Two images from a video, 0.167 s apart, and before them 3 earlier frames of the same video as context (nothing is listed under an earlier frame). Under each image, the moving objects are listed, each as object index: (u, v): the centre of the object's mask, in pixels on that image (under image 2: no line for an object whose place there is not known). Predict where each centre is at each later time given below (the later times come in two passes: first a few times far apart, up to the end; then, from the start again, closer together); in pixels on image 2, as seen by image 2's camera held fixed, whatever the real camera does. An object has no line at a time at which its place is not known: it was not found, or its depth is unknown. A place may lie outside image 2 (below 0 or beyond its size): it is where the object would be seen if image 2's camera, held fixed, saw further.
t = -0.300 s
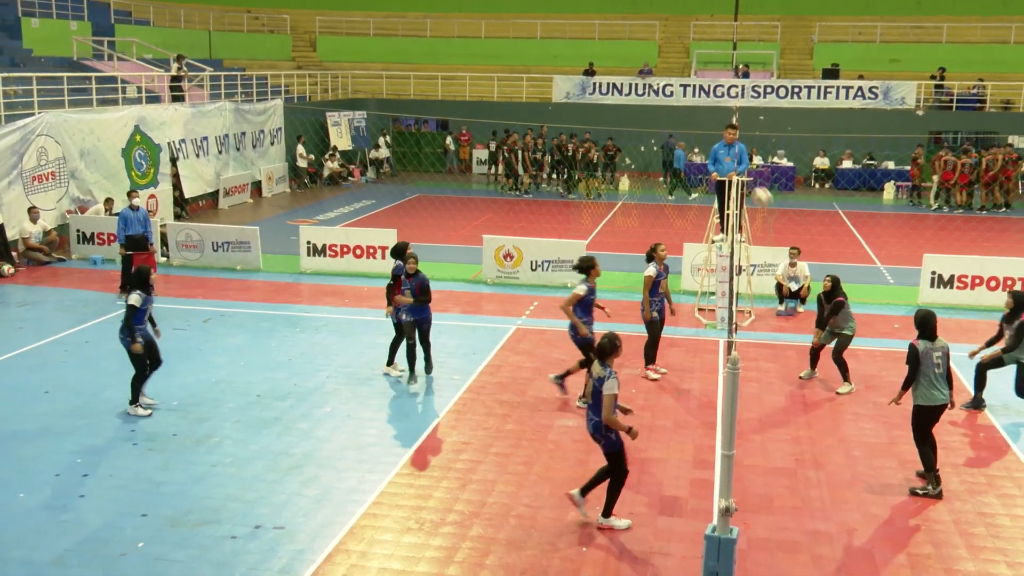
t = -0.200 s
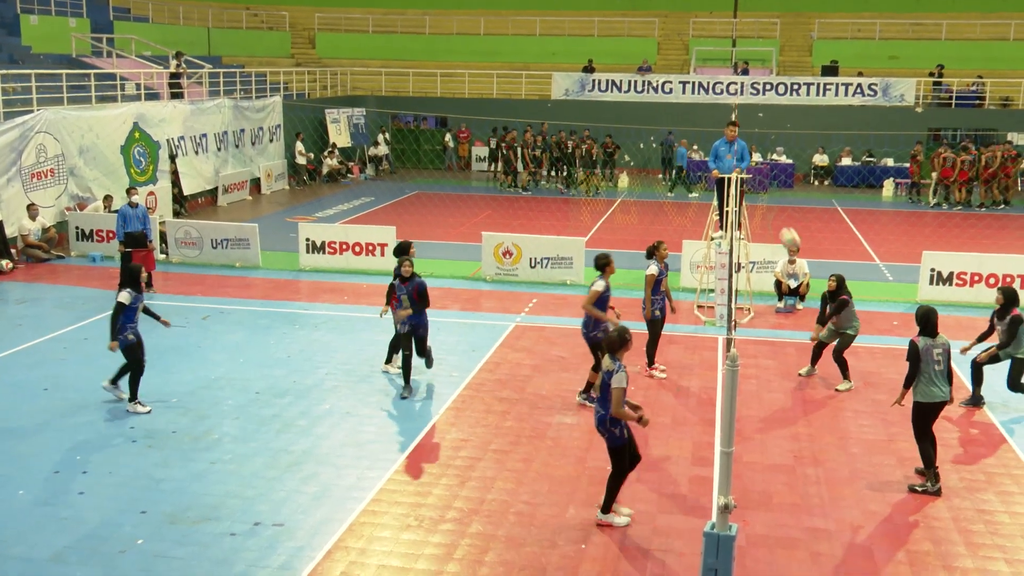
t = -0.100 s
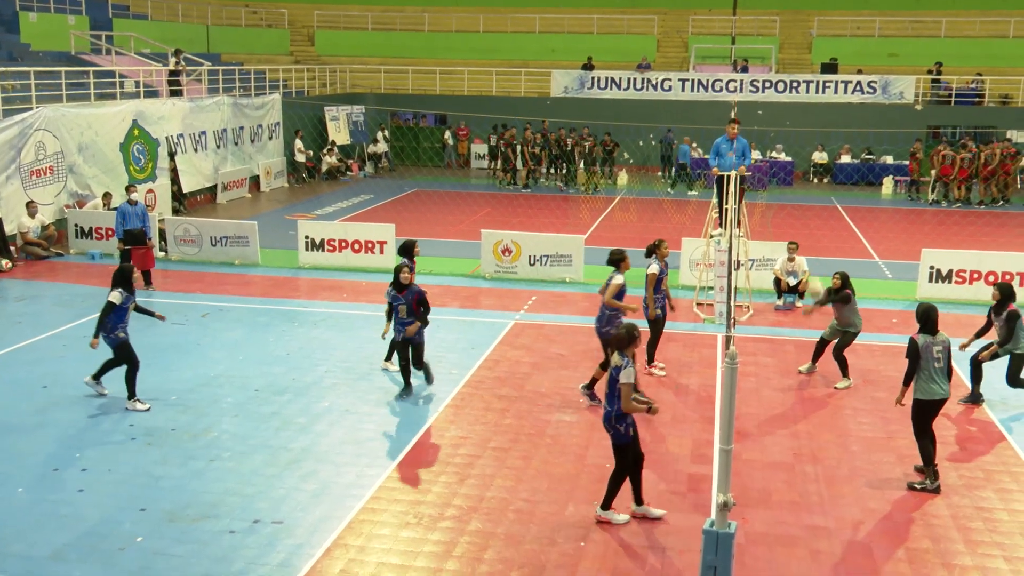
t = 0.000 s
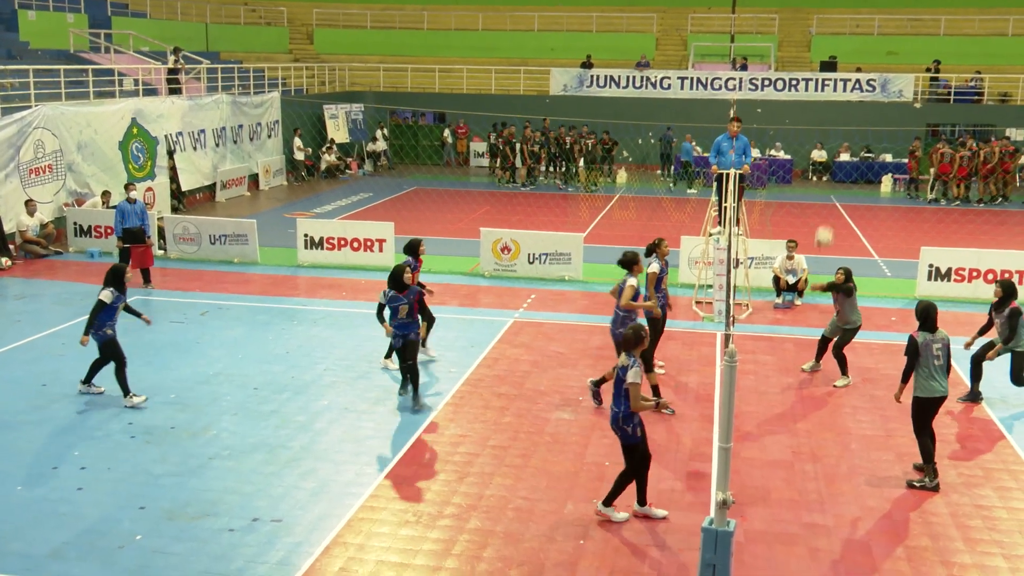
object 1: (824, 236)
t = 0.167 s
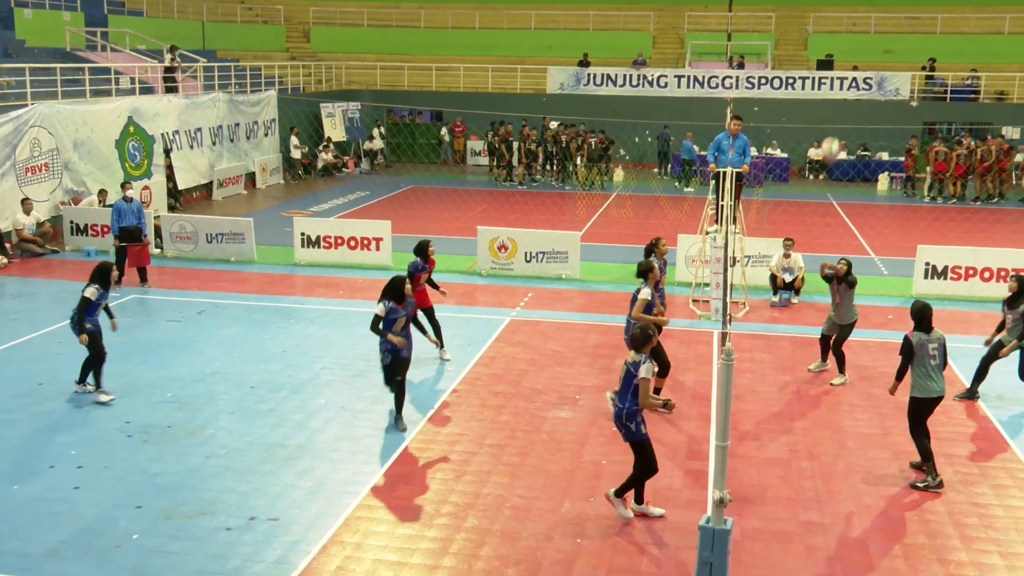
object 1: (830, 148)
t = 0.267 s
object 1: (837, 97)
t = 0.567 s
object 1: (846, 17)
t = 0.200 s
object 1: (832, 130)
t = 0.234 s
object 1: (835, 113)
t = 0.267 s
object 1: (837, 97)
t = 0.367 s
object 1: (841, 61)
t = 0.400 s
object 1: (842, 56)
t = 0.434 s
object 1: (844, 44)
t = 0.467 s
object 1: (845, 35)
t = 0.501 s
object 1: (845, 30)
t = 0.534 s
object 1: (845, 23)
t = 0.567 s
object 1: (846, 17)
